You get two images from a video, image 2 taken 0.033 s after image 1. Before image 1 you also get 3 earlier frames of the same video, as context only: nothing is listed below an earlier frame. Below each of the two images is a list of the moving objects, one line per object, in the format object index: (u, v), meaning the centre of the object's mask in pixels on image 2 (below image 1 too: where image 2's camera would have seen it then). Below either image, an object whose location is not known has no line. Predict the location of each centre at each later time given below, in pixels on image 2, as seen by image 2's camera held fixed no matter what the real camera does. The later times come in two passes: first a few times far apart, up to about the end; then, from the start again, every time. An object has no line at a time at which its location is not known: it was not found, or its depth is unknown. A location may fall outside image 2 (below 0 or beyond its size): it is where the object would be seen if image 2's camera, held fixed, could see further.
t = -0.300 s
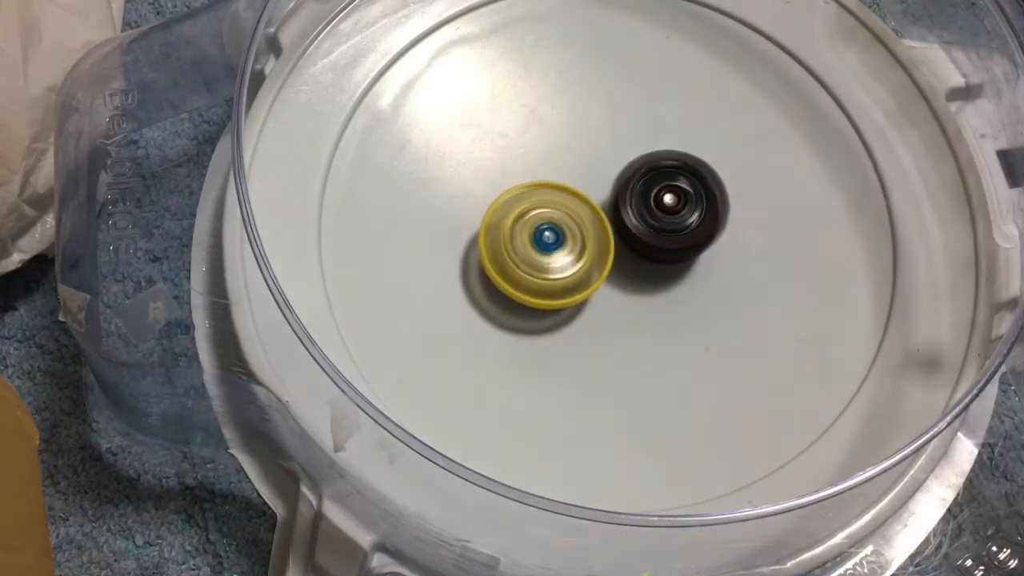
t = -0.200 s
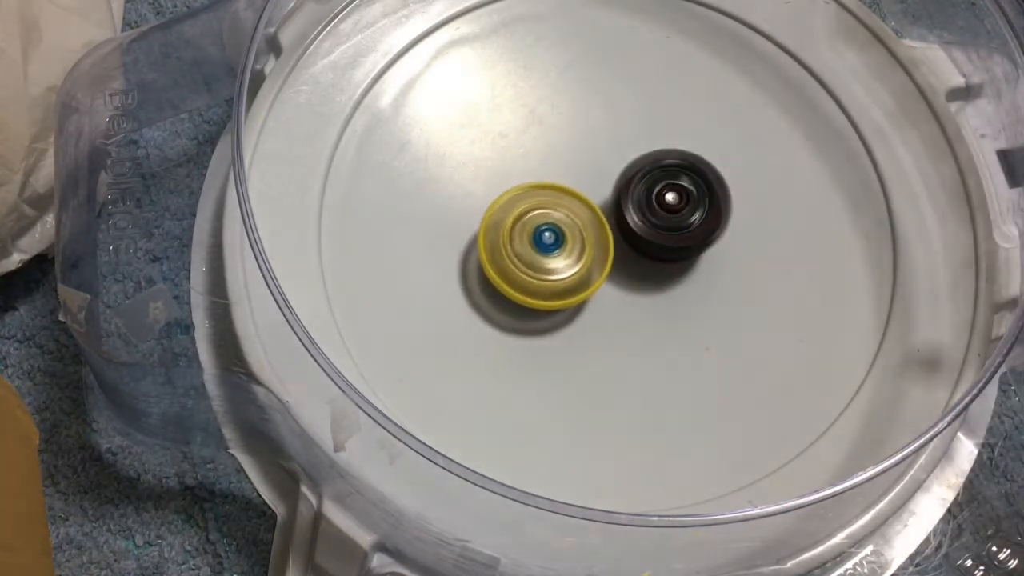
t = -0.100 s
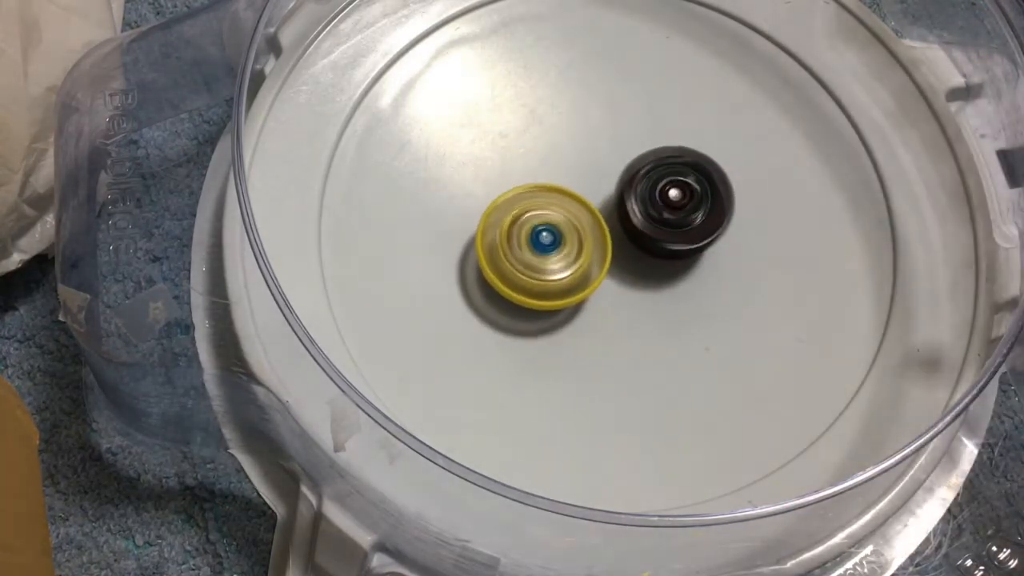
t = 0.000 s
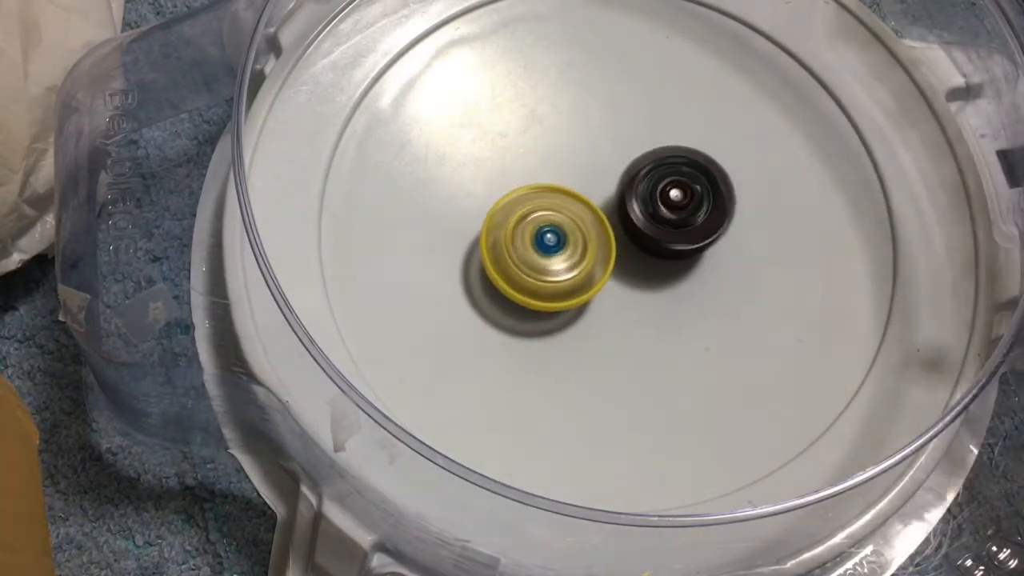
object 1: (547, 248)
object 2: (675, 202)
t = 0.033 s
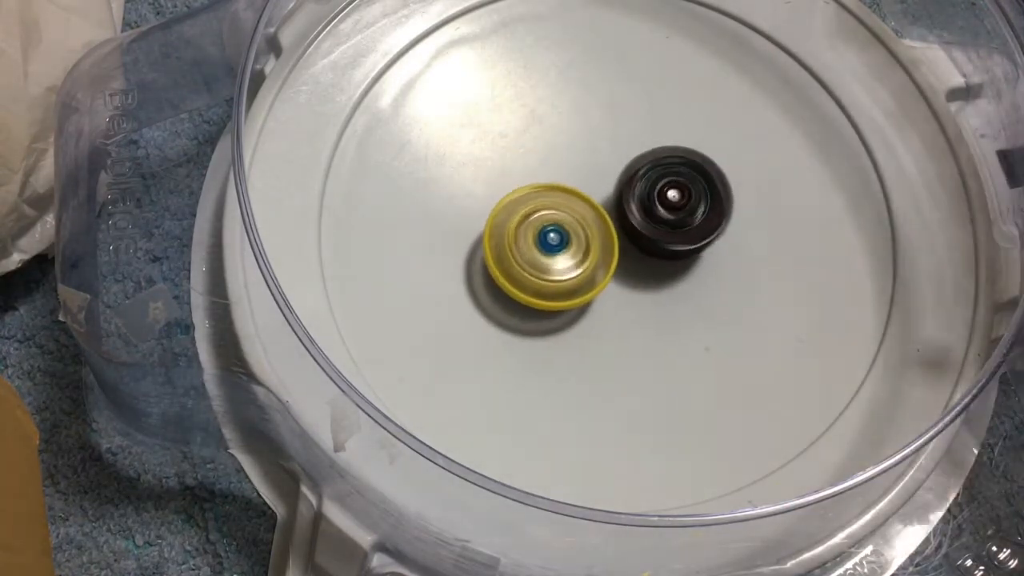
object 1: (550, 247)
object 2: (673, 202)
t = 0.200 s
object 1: (552, 246)
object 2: (671, 199)
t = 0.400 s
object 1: (537, 252)
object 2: (683, 192)
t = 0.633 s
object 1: (534, 249)
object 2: (671, 189)
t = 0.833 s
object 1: (526, 258)
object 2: (677, 185)
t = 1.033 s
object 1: (498, 281)
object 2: (714, 171)
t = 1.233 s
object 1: (525, 266)
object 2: (688, 177)
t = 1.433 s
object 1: (544, 255)
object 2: (663, 182)
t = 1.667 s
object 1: (555, 264)
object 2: (660, 193)
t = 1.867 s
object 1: (550, 277)
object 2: (666, 196)
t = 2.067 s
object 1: (547, 281)
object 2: (664, 197)
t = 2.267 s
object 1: (554, 272)
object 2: (655, 194)
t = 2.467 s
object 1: (544, 282)
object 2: (674, 178)
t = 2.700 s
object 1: (564, 264)
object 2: (657, 177)
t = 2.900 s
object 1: (562, 274)
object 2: (659, 170)
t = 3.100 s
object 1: (565, 282)
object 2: (651, 170)
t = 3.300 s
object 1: (571, 291)
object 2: (641, 175)
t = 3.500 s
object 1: (575, 297)
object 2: (636, 178)
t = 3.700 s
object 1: (578, 299)
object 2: (631, 181)
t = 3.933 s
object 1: (583, 294)
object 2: (629, 178)
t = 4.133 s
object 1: (583, 311)
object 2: (637, 152)
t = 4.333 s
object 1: (588, 293)
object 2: (624, 159)
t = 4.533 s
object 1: (598, 287)
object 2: (614, 166)
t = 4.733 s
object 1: (611, 298)
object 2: (611, 163)
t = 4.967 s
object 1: (620, 300)
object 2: (604, 173)
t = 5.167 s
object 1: (626, 302)
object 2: (600, 177)
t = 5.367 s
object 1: (632, 301)
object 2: (596, 168)
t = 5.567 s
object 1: (633, 288)
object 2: (588, 168)
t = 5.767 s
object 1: (641, 286)
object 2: (582, 168)
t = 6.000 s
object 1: (651, 285)
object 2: (576, 175)
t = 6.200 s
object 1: (653, 285)
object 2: (578, 182)
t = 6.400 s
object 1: (657, 286)
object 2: (574, 181)
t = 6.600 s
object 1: (661, 283)
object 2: (570, 178)
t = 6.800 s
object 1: (661, 274)
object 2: (571, 180)
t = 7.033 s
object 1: (671, 271)
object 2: (572, 178)
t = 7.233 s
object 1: (677, 276)
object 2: (569, 176)
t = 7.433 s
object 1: (672, 275)
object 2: (571, 178)
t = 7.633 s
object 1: (673, 271)
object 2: (559, 175)
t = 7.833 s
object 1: (670, 257)
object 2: (556, 182)
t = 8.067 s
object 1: (683, 248)
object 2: (560, 189)
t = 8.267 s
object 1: (689, 252)
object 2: (567, 194)
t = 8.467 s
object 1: (686, 252)
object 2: (561, 193)
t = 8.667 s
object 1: (677, 243)
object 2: (550, 192)
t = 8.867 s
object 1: (680, 238)
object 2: (548, 199)
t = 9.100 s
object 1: (692, 239)
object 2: (553, 205)
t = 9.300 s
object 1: (685, 241)
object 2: (564, 205)
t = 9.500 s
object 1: (684, 242)
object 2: (549, 197)
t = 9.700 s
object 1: (676, 235)
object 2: (546, 204)
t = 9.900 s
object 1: (682, 231)
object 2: (552, 212)
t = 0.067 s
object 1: (550, 246)
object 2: (671, 201)
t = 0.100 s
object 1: (547, 247)
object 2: (674, 199)
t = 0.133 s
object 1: (548, 247)
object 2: (675, 199)
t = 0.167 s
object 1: (549, 247)
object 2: (674, 199)
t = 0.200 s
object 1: (552, 246)
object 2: (671, 199)
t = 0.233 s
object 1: (546, 247)
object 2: (675, 196)
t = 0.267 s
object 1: (538, 250)
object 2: (682, 192)
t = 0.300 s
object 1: (535, 251)
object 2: (685, 191)
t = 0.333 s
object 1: (534, 252)
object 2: (686, 191)
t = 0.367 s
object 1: (535, 252)
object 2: (685, 192)
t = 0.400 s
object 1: (537, 252)
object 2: (683, 192)
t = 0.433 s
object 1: (538, 250)
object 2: (679, 192)
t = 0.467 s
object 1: (541, 248)
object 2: (675, 192)
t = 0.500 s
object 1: (543, 247)
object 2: (671, 193)
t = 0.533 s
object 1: (546, 245)
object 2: (667, 193)
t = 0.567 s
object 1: (546, 244)
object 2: (664, 193)
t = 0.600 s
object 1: (538, 247)
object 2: (670, 189)
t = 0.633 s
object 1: (534, 249)
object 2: (671, 189)
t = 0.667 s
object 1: (535, 250)
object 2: (672, 189)
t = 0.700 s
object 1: (537, 251)
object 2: (671, 190)
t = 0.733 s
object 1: (539, 250)
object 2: (668, 192)
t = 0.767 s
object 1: (542, 249)
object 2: (665, 193)
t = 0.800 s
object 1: (545, 248)
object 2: (661, 194)
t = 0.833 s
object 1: (526, 258)
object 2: (677, 185)
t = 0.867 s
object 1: (510, 266)
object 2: (692, 177)
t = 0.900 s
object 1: (500, 272)
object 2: (703, 172)
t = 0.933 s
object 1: (497, 276)
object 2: (710, 169)
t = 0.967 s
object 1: (496, 279)
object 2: (714, 170)
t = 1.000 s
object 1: (496, 280)
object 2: (715, 170)
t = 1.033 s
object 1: (498, 281)
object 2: (714, 171)
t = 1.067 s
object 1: (501, 280)
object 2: (712, 172)
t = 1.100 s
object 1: (505, 279)
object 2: (709, 172)
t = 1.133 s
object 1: (510, 276)
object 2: (704, 173)
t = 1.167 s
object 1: (514, 273)
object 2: (699, 174)
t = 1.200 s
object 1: (519, 269)
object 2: (694, 176)
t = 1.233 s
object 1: (525, 266)
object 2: (688, 177)
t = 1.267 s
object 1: (531, 263)
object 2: (681, 179)
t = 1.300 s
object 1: (539, 259)
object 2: (673, 181)
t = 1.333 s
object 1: (546, 254)
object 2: (666, 184)
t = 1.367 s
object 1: (550, 252)
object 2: (659, 185)
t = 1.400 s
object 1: (545, 253)
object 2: (663, 182)
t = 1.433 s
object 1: (544, 255)
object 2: (663, 182)
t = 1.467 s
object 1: (547, 257)
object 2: (662, 184)
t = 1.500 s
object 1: (552, 257)
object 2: (659, 188)
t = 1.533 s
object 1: (551, 258)
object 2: (659, 188)
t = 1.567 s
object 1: (549, 261)
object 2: (662, 187)
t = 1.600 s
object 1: (551, 263)
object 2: (663, 189)
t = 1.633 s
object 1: (554, 265)
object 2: (662, 191)
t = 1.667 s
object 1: (555, 264)
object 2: (660, 193)
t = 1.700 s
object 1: (554, 267)
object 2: (662, 193)
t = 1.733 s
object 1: (553, 269)
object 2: (664, 193)
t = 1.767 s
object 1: (553, 271)
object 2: (664, 194)
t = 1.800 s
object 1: (556, 272)
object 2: (663, 197)
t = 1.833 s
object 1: (558, 272)
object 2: (662, 199)
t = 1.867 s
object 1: (550, 277)
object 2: (666, 196)
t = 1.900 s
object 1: (546, 281)
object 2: (669, 195)
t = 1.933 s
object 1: (545, 283)
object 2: (670, 196)
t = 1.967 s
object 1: (544, 283)
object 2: (670, 197)
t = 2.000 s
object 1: (544, 283)
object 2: (668, 197)
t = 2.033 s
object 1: (545, 282)
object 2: (667, 197)
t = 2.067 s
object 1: (547, 281)
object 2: (664, 197)
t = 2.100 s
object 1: (549, 278)
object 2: (662, 198)
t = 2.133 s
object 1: (551, 274)
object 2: (659, 198)
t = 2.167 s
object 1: (553, 272)
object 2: (656, 200)
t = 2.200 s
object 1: (552, 273)
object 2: (655, 197)
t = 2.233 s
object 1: (552, 273)
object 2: (655, 194)
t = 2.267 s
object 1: (554, 272)
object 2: (655, 194)
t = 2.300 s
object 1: (556, 271)
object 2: (654, 194)
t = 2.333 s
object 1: (547, 277)
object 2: (662, 187)
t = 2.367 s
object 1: (542, 282)
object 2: (668, 182)
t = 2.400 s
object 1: (542, 283)
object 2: (672, 180)
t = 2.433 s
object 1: (542, 283)
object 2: (674, 178)
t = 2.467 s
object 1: (544, 282)
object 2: (674, 178)
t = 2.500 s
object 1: (546, 281)
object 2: (673, 177)
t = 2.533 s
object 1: (549, 278)
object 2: (671, 177)
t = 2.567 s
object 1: (553, 274)
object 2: (668, 176)
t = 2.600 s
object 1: (556, 271)
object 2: (665, 176)
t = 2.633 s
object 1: (559, 268)
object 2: (662, 177)
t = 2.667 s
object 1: (564, 265)
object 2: (659, 178)
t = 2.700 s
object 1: (564, 264)
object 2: (657, 177)
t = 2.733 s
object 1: (557, 270)
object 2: (662, 170)
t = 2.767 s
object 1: (555, 273)
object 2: (664, 166)
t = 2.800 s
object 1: (556, 274)
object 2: (665, 166)
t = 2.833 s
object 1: (557, 275)
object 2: (664, 167)
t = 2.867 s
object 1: (559, 275)
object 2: (662, 168)
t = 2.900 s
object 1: (562, 274)
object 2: (659, 170)
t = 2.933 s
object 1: (565, 273)
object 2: (656, 172)
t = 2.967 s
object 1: (567, 271)
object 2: (652, 175)
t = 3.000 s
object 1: (570, 270)
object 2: (648, 177)
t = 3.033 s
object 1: (566, 277)
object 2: (649, 172)
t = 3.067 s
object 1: (565, 280)
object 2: (650, 169)
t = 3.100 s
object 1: (565, 282)
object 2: (651, 170)
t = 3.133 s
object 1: (568, 284)
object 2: (650, 172)
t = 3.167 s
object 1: (570, 284)
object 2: (648, 174)
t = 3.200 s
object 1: (572, 283)
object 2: (645, 176)
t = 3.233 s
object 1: (573, 282)
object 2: (642, 179)
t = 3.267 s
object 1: (572, 286)
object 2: (641, 178)
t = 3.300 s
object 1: (571, 291)
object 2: (641, 175)
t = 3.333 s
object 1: (573, 293)
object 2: (641, 176)
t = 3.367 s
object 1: (575, 293)
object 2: (641, 178)
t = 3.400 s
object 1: (576, 293)
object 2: (639, 180)
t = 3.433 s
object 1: (578, 292)
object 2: (636, 183)
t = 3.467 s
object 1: (577, 293)
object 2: (635, 182)
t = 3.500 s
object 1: (575, 297)
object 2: (636, 178)
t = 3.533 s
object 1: (577, 298)
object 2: (636, 177)
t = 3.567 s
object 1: (577, 298)
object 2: (636, 178)
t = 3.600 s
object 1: (578, 298)
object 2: (635, 181)
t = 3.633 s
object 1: (579, 296)
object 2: (633, 183)
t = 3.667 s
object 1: (580, 294)
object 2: (631, 185)
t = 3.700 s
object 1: (578, 299)
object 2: (631, 181)
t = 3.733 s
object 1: (577, 302)
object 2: (632, 178)
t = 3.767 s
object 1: (578, 302)
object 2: (633, 178)
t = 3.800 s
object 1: (581, 301)
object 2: (633, 179)
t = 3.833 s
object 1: (582, 297)
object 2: (632, 180)
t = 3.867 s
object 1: (583, 294)
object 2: (630, 182)
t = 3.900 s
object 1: (583, 294)
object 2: (629, 180)
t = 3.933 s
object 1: (583, 294)
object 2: (629, 178)
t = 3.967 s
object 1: (586, 292)
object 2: (629, 178)
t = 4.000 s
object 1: (585, 294)
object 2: (629, 174)
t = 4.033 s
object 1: (582, 304)
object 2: (633, 163)
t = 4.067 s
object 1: (581, 311)
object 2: (635, 157)
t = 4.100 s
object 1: (582, 312)
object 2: (637, 153)
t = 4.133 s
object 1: (583, 311)
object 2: (637, 152)
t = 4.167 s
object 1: (584, 310)
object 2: (637, 152)
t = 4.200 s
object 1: (585, 308)
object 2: (635, 152)
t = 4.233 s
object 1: (585, 304)
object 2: (633, 153)
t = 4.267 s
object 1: (586, 301)
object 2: (630, 155)
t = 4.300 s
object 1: (587, 298)
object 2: (627, 157)
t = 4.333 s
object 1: (588, 293)
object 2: (624, 159)
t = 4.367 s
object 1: (589, 289)
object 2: (621, 163)
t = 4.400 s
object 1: (592, 285)
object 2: (619, 167)
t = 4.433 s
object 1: (592, 287)
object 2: (617, 165)
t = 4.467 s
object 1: (593, 287)
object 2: (616, 164)
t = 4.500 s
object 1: (597, 286)
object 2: (615, 166)
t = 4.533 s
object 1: (598, 287)
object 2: (614, 166)
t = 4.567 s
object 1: (600, 290)
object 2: (614, 164)
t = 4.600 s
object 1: (604, 290)
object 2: (614, 164)
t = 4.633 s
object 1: (606, 289)
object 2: (614, 166)
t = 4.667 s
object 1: (608, 289)
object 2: (613, 169)
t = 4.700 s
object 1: (610, 295)
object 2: (611, 166)
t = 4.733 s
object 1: (611, 298)
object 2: (611, 163)
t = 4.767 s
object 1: (614, 300)
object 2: (611, 163)
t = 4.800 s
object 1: (617, 300)
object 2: (610, 164)
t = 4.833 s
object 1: (617, 299)
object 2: (609, 165)
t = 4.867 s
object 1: (618, 299)
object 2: (608, 168)
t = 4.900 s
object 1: (619, 297)
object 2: (607, 171)
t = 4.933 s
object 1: (619, 296)
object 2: (606, 174)
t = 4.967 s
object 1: (620, 300)
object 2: (604, 173)
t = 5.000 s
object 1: (622, 305)
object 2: (603, 171)
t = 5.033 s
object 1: (624, 304)
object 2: (603, 172)
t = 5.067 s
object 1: (624, 303)
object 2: (604, 175)
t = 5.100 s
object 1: (625, 301)
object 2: (603, 177)
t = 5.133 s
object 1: (625, 301)
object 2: (602, 179)
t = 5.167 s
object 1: (626, 302)
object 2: (600, 177)
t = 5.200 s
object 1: (626, 300)
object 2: (599, 176)
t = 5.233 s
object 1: (627, 299)
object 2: (598, 176)
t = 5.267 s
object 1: (628, 298)
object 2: (598, 176)
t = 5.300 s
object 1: (627, 296)
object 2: (598, 176)
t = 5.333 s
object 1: (630, 299)
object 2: (596, 172)
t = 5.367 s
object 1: (632, 301)
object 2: (596, 168)
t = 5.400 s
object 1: (634, 299)
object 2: (595, 168)
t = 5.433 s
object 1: (634, 296)
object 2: (594, 168)
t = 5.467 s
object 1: (634, 293)
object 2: (593, 168)
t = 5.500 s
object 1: (633, 289)
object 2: (592, 170)
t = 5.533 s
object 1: (633, 287)
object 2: (591, 171)
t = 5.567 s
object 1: (633, 288)
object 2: (588, 168)
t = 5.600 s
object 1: (634, 288)
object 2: (586, 168)
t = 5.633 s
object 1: (635, 285)
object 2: (586, 168)
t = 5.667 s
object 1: (635, 284)
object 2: (586, 169)
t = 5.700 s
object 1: (638, 287)
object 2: (583, 167)
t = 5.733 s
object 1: (639, 287)
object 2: (582, 166)
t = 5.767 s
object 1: (641, 286)
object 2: (582, 168)
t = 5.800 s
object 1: (642, 285)
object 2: (581, 170)
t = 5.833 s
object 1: (641, 282)
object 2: (580, 173)
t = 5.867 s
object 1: (644, 286)
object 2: (577, 171)
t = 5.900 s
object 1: (648, 289)
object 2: (575, 170)
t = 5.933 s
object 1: (649, 287)
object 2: (576, 171)
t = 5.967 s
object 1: (649, 286)
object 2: (576, 173)
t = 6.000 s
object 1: (651, 285)
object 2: (576, 175)
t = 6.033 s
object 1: (649, 283)
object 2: (577, 179)
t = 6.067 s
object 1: (650, 285)
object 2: (577, 180)
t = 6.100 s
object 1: (650, 284)
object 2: (577, 180)
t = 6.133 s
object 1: (652, 286)
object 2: (576, 180)
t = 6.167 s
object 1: (652, 285)
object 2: (577, 181)
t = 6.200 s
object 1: (653, 285)
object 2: (578, 182)
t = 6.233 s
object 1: (657, 289)
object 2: (576, 179)
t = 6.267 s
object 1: (658, 291)
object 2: (574, 177)
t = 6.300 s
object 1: (660, 290)
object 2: (574, 177)
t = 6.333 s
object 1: (658, 289)
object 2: (574, 178)
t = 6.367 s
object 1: (659, 288)
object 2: (574, 179)
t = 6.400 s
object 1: (657, 286)
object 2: (574, 181)
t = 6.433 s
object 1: (655, 284)
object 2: (575, 183)
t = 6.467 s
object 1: (658, 287)
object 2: (571, 181)
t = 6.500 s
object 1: (661, 288)
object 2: (568, 177)
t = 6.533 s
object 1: (662, 288)
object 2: (569, 177)
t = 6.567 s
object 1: (663, 285)
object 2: (569, 177)
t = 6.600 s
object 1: (661, 283)
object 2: (570, 178)
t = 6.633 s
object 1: (660, 280)
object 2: (570, 180)
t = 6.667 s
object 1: (658, 277)
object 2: (571, 182)
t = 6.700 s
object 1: (659, 278)
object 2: (570, 180)
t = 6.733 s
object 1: (659, 276)
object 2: (570, 180)
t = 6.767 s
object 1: (660, 274)
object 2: (571, 180)
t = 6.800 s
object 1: (661, 274)
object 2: (571, 180)
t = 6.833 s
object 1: (663, 273)
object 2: (570, 179)
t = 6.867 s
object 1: (663, 272)
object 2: (571, 180)
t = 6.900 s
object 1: (664, 271)
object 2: (572, 179)
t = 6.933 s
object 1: (664, 271)
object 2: (572, 180)
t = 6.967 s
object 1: (667, 272)
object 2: (572, 179)
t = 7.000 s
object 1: (666, 269)
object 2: (573, 180)
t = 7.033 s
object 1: (671, 271)
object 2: (572, 178)
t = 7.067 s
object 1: (673, 272)
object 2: (571, 177)
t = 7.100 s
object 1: (674, 271)
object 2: (572, 178)
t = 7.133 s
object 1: (673, 270)
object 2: (573, 178)
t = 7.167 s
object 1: (672, 269)
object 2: (574, 180)
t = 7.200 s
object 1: (672, 269)
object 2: (575, 181)
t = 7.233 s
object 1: (677, 276)
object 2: (569, 176)
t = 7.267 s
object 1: (679, 278)
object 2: (566, 174)
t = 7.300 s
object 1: (679, 278)
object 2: (567, 174)
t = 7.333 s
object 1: (679, 277)
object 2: (567, 173)
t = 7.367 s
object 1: (676, 277)
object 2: (568, 175)
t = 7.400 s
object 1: (675, 277)
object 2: (569, 176)
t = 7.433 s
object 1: (672, 275)
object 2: (571, 178)
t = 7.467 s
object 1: (669, 274)
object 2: (572, 180)
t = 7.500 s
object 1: (666, 271)
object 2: (574, 182)
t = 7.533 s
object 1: (669, 273)
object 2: (569, 181)
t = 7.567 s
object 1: (674, 276)
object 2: (563, 177)
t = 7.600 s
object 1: (674, 275)
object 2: (560, 175)
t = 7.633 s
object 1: (673, 271)
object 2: (559, 175)
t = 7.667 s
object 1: (671, 267)
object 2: (559, 175)
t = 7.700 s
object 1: (670, 265)
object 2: (559, 177)
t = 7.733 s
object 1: (668, 261)
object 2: (559, 179)
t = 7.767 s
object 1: (666, 258)
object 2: (559, 181)
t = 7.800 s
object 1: (667, 257)
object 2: (559, 182)
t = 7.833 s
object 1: (670, 257)
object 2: (556, 182)
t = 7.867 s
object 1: (670, 254)
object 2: (556, 182)
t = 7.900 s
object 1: (671, 251)
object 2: (558, 185)
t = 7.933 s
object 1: (673, 251)
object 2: (557, 185)
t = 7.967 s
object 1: (676, 251)
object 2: (557, 186)
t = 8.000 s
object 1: (676, 248)
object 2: (560, 188)
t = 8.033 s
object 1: (678, 247)
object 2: (561, 189)
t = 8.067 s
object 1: (683, 248)
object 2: (560, 189)
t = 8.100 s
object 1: (688, 251)
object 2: (557, 188)
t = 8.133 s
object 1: (690, 252)
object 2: (557, 189)
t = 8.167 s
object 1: (691, 251)
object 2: (559, 189)
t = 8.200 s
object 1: (692, 251)
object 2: (562, 191)
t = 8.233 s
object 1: (691, 251)
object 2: (564, 192)
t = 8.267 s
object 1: (689, 252)
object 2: (567, 194)
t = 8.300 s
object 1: (687, 252)
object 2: (570, 195)
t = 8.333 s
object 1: (687, 252)
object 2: (570, 195)
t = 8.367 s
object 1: (687, 252)
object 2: (568, 196)
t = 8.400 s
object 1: (686, 253)
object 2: (568, 196)
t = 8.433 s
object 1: (687, 253)
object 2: (563, 194)
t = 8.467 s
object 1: (686, 252)
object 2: (561, 193)
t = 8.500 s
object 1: (682, 250)
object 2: (561, 193)
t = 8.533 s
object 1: (678, 247)
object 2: (560, 192)
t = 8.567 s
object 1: (679, 248)
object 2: (556, 191)
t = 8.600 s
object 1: (681, 248)
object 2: (551, 190)
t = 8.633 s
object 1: (679, 247)
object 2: (550, 192)
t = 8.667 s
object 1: (677, 243)
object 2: (550, 192)
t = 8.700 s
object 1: (676, 242)
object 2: (550, 194)
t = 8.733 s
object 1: (674, 239)
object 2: (550, 195)
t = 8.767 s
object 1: (674, 239)
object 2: (551, 197)
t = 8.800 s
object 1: (679, 240)
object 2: (547, 197)
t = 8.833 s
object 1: (680, 241)
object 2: (546, 198)
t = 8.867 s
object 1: (680, 238)
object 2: (548, 199)
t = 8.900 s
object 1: (680, 237)
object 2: (550, 201)
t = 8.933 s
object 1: (680, 236)
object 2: (553, 203)
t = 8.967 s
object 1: (684, 237)
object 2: (552, 204)
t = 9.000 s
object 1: (684, 237)
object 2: (555, 206)
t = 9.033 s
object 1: (687, 238)
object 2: (555, 206)
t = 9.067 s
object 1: (692, 238)
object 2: (553, 205)
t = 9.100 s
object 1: (692, 239)
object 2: (553, 205)
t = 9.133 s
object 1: (690, 238)
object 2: (556, 205)
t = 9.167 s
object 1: (690, 238)
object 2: (558, 206)
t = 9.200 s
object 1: (687, 238)
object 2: (562, 206)
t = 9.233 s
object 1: (686, 239)
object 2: (564, 207)
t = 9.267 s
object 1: (686, 240)
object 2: (564, 205)
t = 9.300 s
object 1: (685, 241)
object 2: (564, 205)
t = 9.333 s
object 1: (685, 241)
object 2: (562, 204)
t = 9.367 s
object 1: (686, 242)
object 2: (560, 202)
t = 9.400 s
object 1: (684, 241)
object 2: (559, 201)
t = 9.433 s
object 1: (682, 241)
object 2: (557, 199)
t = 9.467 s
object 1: (682, 241)
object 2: (555, 199)
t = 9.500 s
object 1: (684, 242)
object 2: (549, 197)
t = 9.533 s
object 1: (682, 242)
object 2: (547, 198)
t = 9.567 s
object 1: (680, 240)
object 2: (547, 198)
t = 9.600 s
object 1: (679, 238)
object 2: (547, 199)
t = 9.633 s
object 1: (678, 237)
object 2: (547, 200)
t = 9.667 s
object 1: (675, 236)
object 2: (548, 203)
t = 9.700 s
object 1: (676, 235)
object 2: (546, 204)
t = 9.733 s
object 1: (676, 234)
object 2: (546, 206)
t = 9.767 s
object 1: (676, 233)
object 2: (549, 208)
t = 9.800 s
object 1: (681, 233)
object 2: (546, 209)
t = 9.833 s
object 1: (683, 233)
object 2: (546, 210)
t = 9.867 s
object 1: (682, 233)
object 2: (549, 211)
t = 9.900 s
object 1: (682, 231)
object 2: (552, 212)
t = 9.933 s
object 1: (684, 231)
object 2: (552, 213)
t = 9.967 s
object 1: (688, 232)
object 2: (552, 214)
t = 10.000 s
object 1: (687, 233)
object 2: (555, 215)
